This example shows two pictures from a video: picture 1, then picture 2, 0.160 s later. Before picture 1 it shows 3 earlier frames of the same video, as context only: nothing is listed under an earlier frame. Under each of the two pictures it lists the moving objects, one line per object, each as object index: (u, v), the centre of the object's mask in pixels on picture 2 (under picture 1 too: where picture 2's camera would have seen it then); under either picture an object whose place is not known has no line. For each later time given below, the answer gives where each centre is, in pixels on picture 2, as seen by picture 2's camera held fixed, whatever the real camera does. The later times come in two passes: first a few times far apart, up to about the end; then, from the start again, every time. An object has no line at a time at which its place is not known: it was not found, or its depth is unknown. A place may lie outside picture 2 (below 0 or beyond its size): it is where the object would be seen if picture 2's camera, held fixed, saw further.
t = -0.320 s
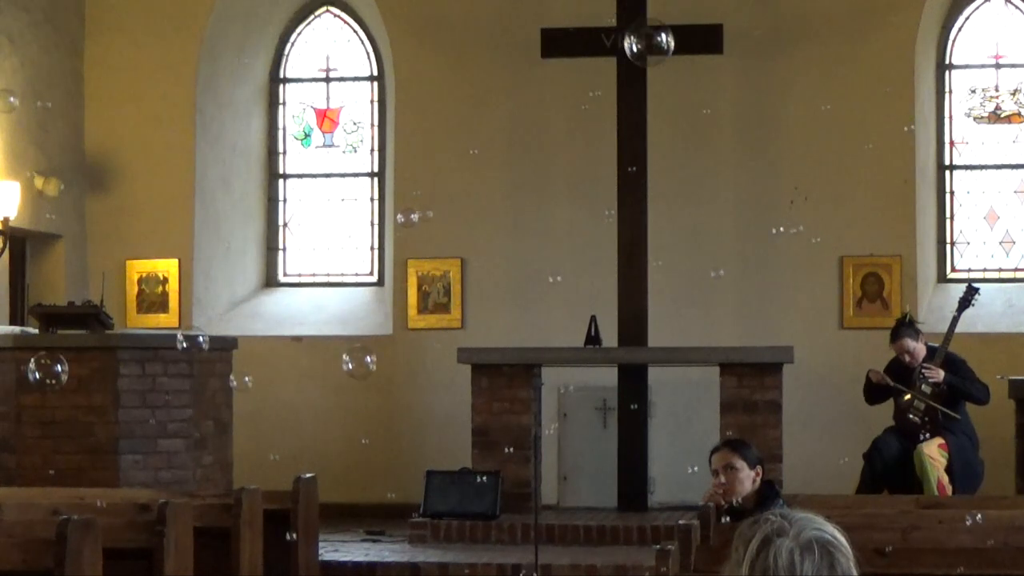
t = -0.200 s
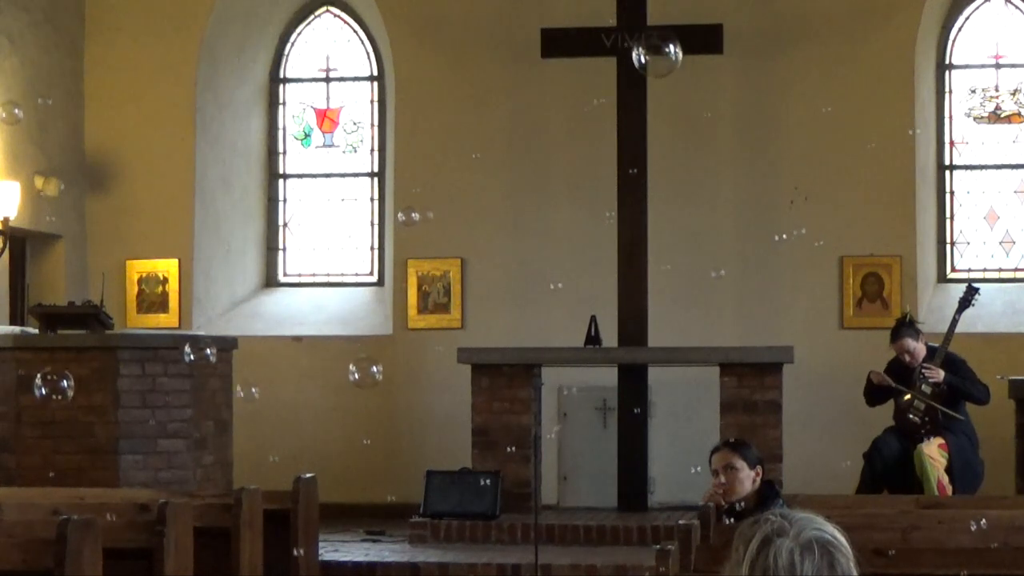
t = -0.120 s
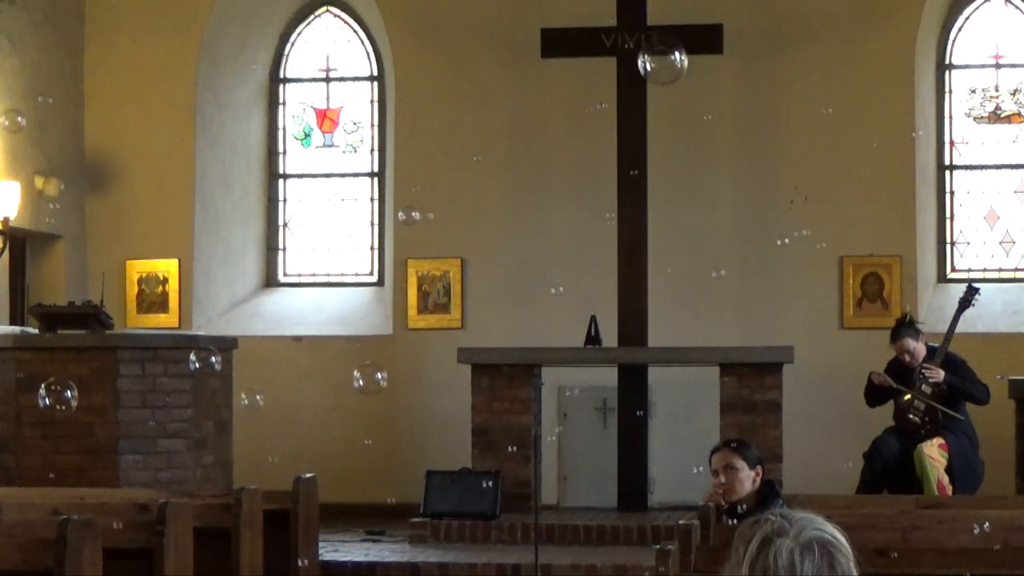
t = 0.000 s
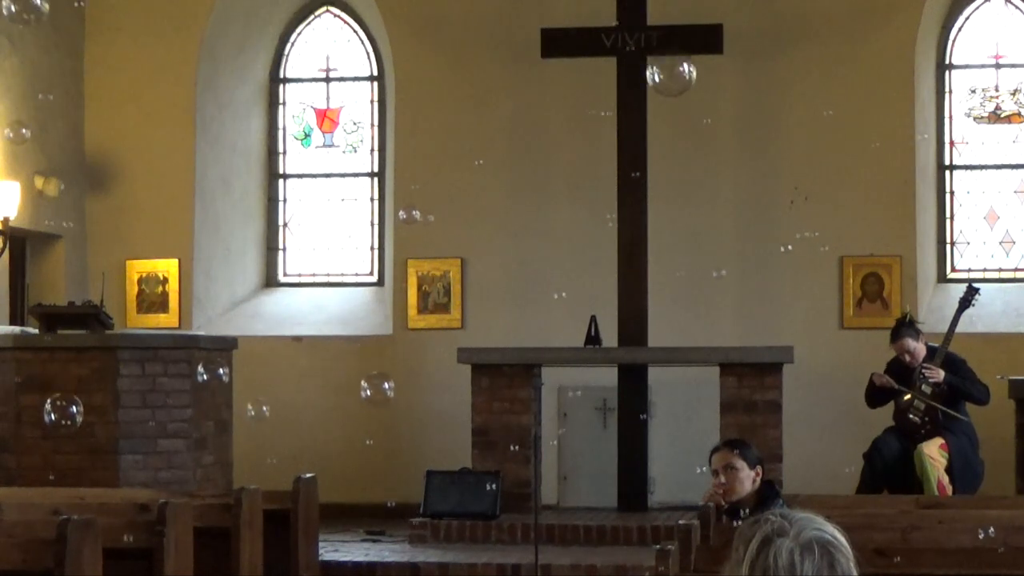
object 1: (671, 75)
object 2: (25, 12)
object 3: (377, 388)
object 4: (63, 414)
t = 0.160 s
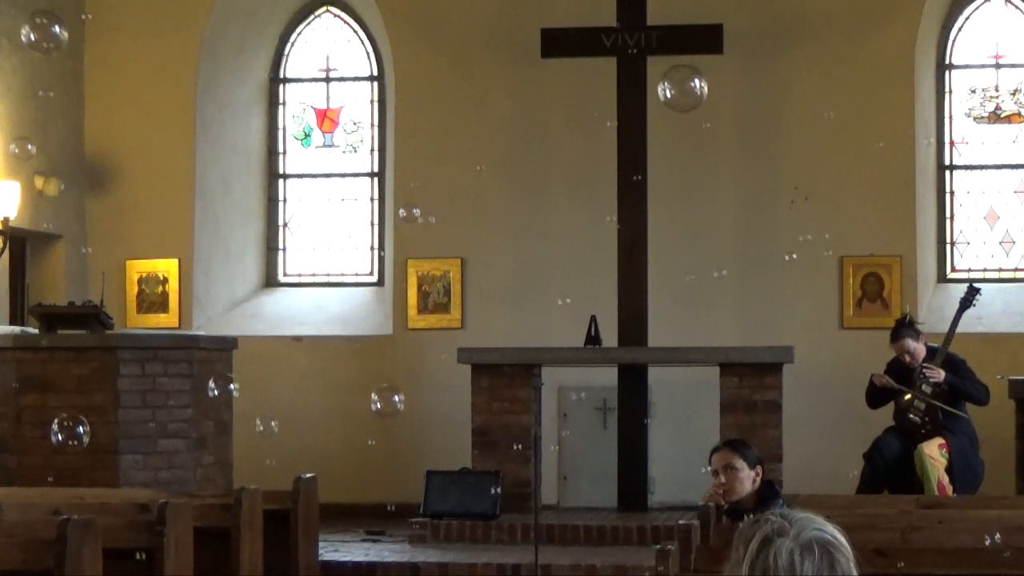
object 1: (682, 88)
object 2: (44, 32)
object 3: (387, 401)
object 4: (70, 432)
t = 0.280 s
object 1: (691, 100)
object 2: (59, 53)
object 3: (395, 411)
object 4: (75, 447)
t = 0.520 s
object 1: (709, 124)
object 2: (89, 95)
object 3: (412, 428)
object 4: (84, 475)
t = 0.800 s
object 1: (731, 152)
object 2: (123, 142)
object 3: (433, 449)
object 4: (93, 511)
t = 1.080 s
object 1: (753, 179)
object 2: (157, 187)
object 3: (454, 464)
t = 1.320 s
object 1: (772, 202)
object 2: (182, 225)
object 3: (471, 481)
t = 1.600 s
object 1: (792, 227)
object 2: (208, 271)
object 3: (492, 498)
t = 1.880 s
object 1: (811, 250)
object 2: (228, 317)
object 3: (513, 513)
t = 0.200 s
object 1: (685, 92)
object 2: (49, 39)
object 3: (390, 404)
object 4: (72, 437)
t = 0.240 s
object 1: (688, 96)
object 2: (54, 46)
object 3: (392, 408)
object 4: (73, 442)
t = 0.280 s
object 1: (691, 100)
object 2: (59, 53)
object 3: (395, 411)
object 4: (75, 447)
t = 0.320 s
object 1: (694, 104)
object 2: (63, 60)
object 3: (398, 413)
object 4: (76, 452)
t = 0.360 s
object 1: (697, 108)
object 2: (68, 68)
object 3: (401, 416)
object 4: (78, 458)
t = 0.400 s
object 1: (700, 112)
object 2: (73, 75)
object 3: (404, 420)
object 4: (79, 463)
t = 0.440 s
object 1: (703, 116)
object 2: (79, 82)
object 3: (406, 423)
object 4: (81, 467)
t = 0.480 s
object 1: (706, 120)
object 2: (84, 88)
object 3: (409, 425)
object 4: (82, 471)
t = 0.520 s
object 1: (709, 124)
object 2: (89, 95)
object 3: (412, 428)
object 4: (84, 475)
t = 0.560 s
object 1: (713, 128)
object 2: (94, 102)
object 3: (415, 431)
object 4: (85, 481)
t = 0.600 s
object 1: (716, 132)
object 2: (99, 109)
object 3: (418, 434)
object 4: (87, 486)
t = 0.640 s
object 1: (719, 136)
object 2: (103, 116)
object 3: (421, 437)
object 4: (88, 492)
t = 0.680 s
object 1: (722, 140)
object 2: (108, 122)
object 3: (424, 440)
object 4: (89, 498)
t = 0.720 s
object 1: (725, 144)
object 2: (113, 129)
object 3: (427, 443)
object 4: (90, 502)
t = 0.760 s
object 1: (728, 148)
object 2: (118, 135)
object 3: (430, 445)
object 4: (92, 506)
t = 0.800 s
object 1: (731, 152)
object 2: (123, 142)
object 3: (433, 449)
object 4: (93, 511)
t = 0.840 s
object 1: (734, 156)
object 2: (128, 148)
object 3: (435, 451)
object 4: (94, 516)
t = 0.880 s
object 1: (738, 160)
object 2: (133, 155)
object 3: (439, 453)
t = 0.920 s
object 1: (741, 164)
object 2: (138, 161)
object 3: (442, 455)
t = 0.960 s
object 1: (744, 167)
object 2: (143, 168)
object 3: (444, 457)
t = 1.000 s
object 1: (747, 171)
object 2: (148, 174)
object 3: (447, 459)
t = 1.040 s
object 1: (750, 175)
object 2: (152, 181)
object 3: (450, 461)
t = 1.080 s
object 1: (753, 179)
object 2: (157, 187)
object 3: (454, 464)
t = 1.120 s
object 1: (756, 183)
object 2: (162, 193)
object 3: (456, 467)
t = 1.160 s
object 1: (760, 187)
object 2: (166, 199)
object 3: (459, 470)
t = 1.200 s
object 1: (763, 191)
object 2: (171, 206)
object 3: (462, 472)
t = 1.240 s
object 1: (766, 195)
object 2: (174, 212)
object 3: (465, 475)
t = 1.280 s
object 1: (769, 198)
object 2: (178, 218)
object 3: (469, 478)
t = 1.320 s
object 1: (772, 202)
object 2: (182, 225)
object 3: (471, 481)
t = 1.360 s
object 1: (775, 205)
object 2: (186, 231)
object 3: (475, 483)
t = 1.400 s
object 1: (778, 209)
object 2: (190, 238)
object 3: (478, 485)
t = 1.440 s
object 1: (781, 213)
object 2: (194, 244)
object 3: (481, 487)
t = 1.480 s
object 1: (784, 216)
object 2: (198, 251)
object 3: (484, 489)
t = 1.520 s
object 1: (787, 220)
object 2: (201, 258)
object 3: (487, 493)
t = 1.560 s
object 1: (790, 223)
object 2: (204, 264)
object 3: (490, 495)
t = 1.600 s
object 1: (792, 227)
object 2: (208, 271)
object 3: (492, 498)
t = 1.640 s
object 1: (795, 230)
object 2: (210, 278)
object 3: (495, 501)
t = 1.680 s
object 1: (798, 234)
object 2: (214, 285)
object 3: (498, 502)
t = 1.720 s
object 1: (800, 237)
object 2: (216, 292)
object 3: (501, 504)
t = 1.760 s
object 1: (803, 240)
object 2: (219, 298)
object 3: (504, 506)
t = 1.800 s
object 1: (806, 244)
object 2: (222, 305)
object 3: (507, 508)
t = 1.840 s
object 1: (808, 247)
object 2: (225, 312)
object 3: (510, 511)
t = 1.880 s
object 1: (811, 250)
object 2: (228, 317)
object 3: (513, 513)
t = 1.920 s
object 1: (813, 254)
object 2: (230, 321)
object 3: (516, 515)
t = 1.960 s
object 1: (815, 257)
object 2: (234, 329)
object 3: (519, 517)
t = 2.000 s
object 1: (818, 260)
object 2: (236, 338)
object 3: (521, 519)
